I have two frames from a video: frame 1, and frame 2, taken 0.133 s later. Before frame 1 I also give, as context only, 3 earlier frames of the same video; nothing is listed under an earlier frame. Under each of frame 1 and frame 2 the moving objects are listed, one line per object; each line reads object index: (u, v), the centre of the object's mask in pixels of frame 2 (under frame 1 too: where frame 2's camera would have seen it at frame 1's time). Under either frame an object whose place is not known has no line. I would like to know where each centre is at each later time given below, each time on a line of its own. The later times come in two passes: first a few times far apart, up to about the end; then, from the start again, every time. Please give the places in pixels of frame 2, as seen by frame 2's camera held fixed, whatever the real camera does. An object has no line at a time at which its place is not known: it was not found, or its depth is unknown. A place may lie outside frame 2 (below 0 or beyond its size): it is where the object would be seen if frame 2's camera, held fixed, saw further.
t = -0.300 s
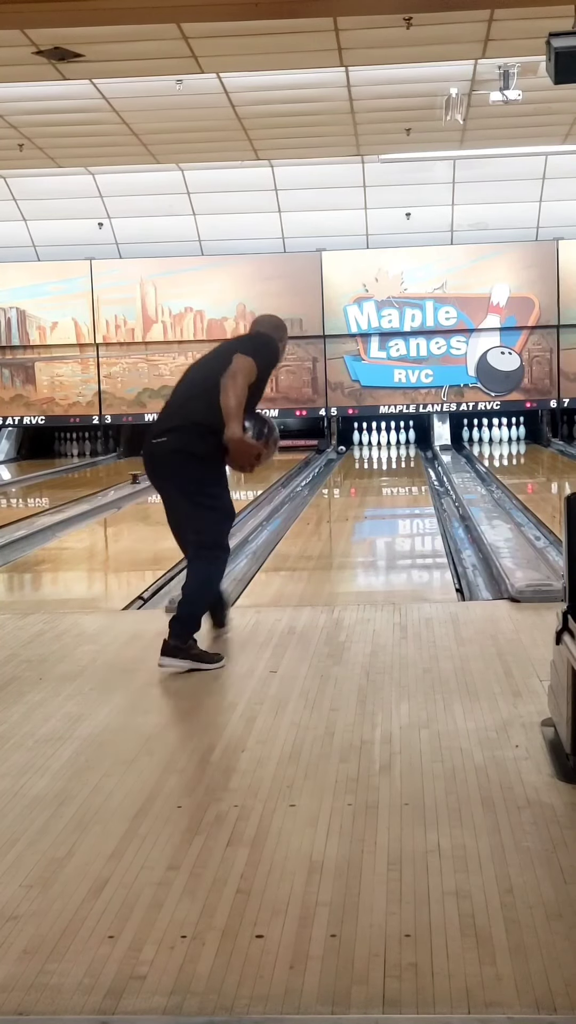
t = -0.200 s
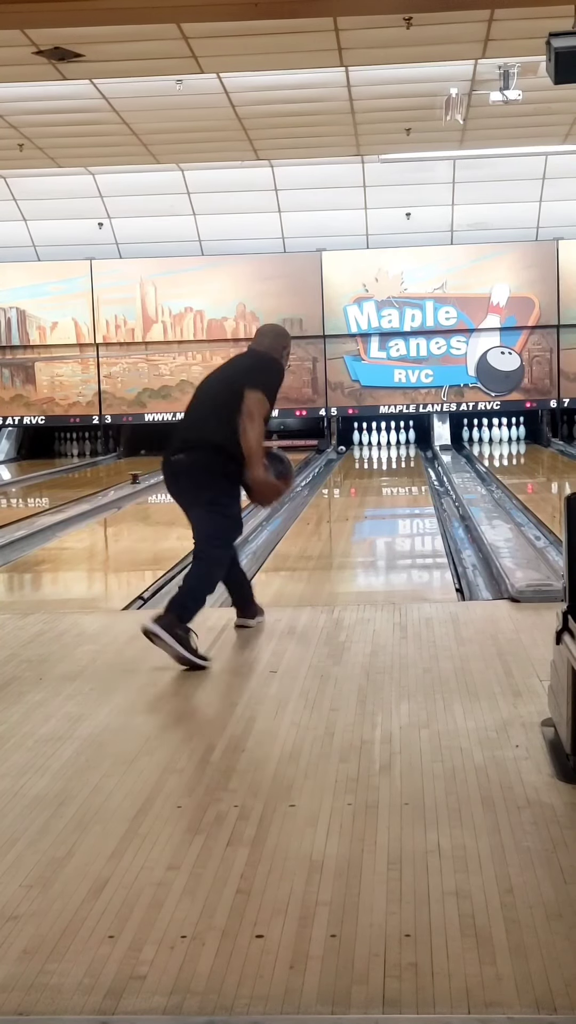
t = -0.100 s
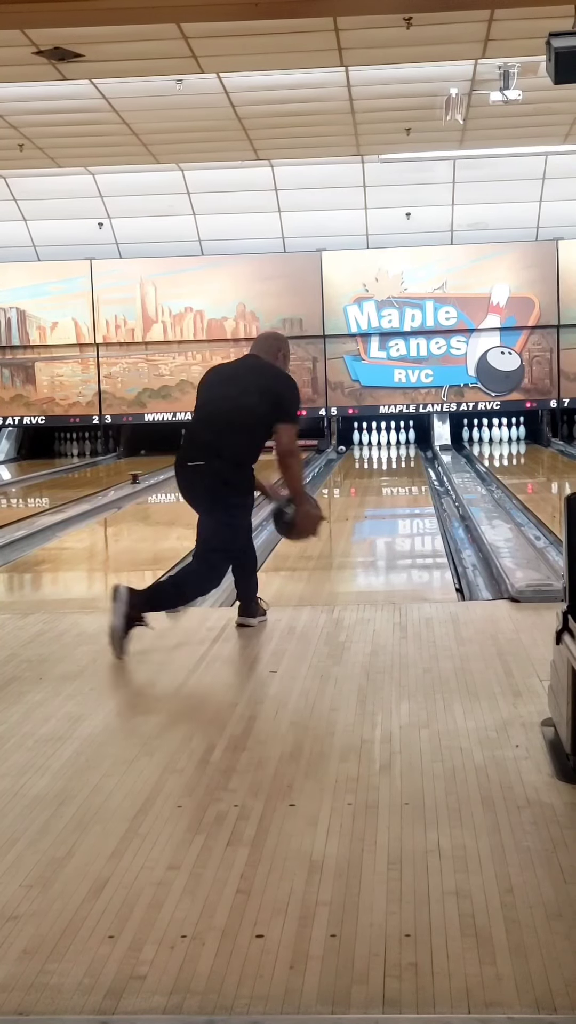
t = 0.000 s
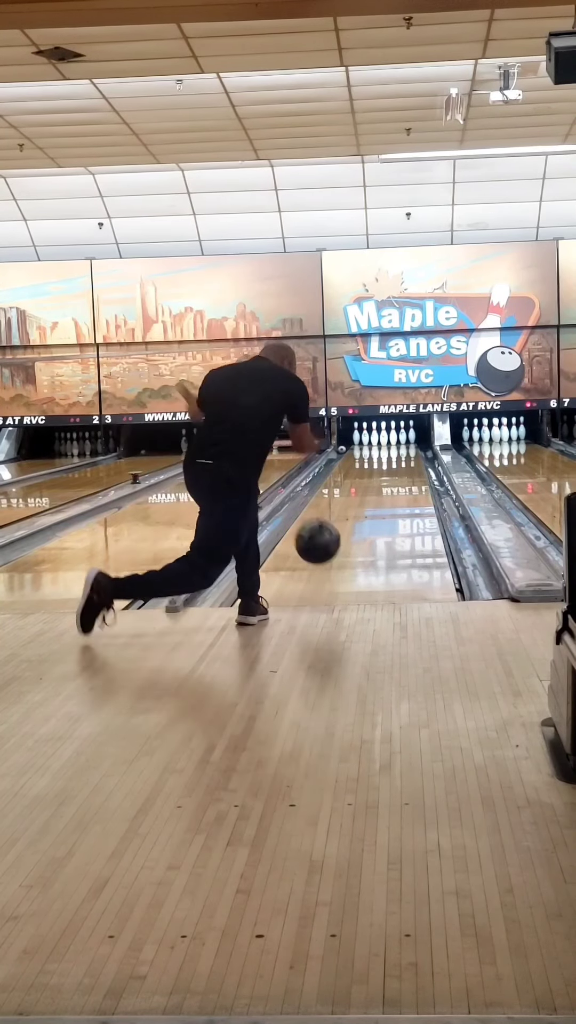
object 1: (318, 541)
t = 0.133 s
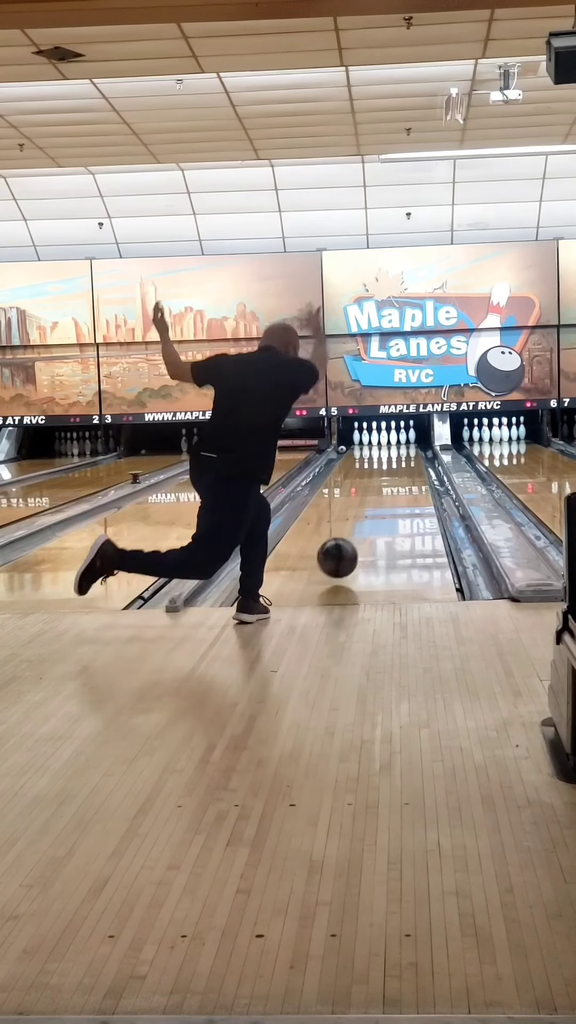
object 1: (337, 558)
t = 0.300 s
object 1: (354, 540)
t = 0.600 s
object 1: (376, 513)
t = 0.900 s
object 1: (389, 494)
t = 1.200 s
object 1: (399, 479)
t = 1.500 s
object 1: (404, 467)
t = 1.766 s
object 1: (406, 460)
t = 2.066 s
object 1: (406, 453)
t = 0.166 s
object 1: (341, 553)
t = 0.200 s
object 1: (345, 551)
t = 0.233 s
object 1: (348, 548)
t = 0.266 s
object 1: (351, 544)
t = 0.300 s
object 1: (354, 540)
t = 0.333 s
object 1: (357, 537)
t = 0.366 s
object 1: (360, 533)
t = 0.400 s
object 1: (362, 529)
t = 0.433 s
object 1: (365, 526)
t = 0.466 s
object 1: (367, 523)
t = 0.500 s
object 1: (370, 520)
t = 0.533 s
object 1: (372, 518)
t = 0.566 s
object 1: (374, 515)
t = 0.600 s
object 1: (376, 513)
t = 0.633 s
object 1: (377, 510)
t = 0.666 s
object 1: (379, 508)
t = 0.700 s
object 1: (381, 505)
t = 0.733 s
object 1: (382, 504)
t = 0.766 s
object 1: (384, 501)
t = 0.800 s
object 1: (385, 499)
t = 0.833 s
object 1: (387, 497)
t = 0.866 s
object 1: (388, 495)
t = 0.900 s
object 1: (389, 494)
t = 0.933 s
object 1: (391, 491)
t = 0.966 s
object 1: (392, 489)
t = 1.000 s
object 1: (393, 488)
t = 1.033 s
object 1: (394, 486)
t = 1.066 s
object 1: (395, 485)
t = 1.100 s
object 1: (396, 483)
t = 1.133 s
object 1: (397, 482)
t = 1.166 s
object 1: (398, 480)
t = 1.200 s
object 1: (399, 479)
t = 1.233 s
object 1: (400, 478)
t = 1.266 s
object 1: (401, 476)
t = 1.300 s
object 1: (401, 475)
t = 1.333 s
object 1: (401, 474)
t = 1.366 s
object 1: (402, 472)
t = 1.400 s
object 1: (403, 471)
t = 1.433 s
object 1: (404, 471)
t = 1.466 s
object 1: (404, 469)
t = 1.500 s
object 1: (404, 467)
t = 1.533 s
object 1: (405, 466)
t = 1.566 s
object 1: (406, 465)
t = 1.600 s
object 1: (406, 465)
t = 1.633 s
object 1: (406, 464)
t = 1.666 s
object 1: (405, 463)
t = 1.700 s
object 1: (406, 462)
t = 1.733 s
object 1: (406, 461)
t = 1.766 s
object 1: (406, 460)
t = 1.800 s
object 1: (407, 459)
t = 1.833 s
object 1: (407, 458)
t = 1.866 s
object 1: (406, 458)
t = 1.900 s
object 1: (407, 457)
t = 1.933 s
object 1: (407, 456)
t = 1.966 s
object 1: (406, 455)
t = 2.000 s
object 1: (406, 455)
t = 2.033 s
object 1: (406, 454)
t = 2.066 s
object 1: (406, 453)
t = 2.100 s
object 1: (406, 453)
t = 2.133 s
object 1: (407, 452)
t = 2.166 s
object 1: (406, 452)
